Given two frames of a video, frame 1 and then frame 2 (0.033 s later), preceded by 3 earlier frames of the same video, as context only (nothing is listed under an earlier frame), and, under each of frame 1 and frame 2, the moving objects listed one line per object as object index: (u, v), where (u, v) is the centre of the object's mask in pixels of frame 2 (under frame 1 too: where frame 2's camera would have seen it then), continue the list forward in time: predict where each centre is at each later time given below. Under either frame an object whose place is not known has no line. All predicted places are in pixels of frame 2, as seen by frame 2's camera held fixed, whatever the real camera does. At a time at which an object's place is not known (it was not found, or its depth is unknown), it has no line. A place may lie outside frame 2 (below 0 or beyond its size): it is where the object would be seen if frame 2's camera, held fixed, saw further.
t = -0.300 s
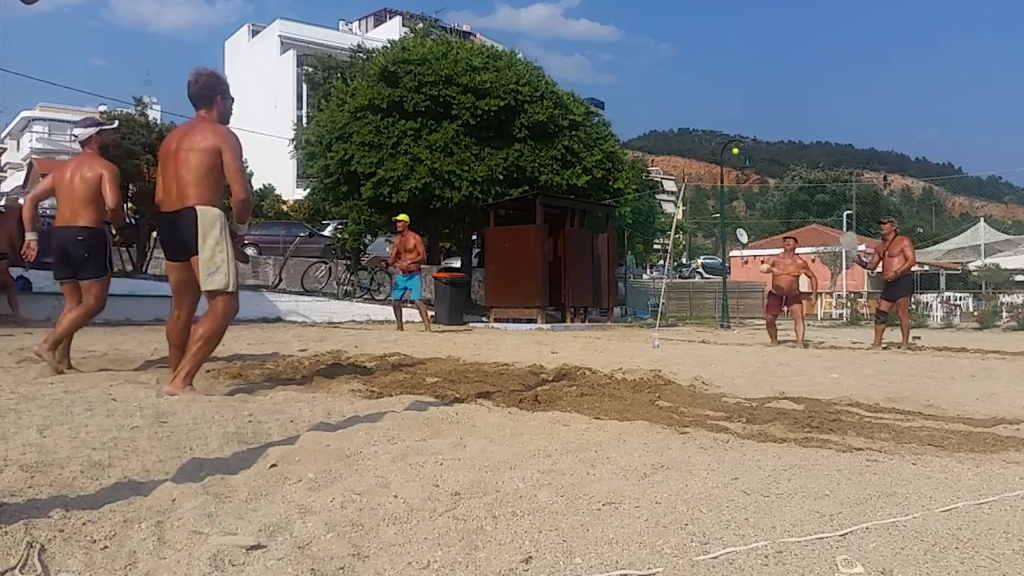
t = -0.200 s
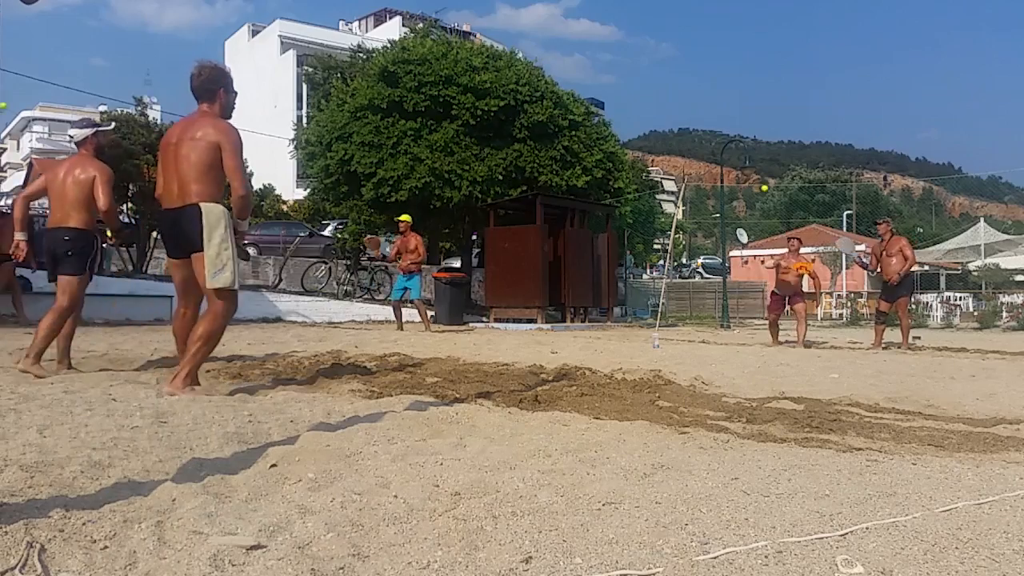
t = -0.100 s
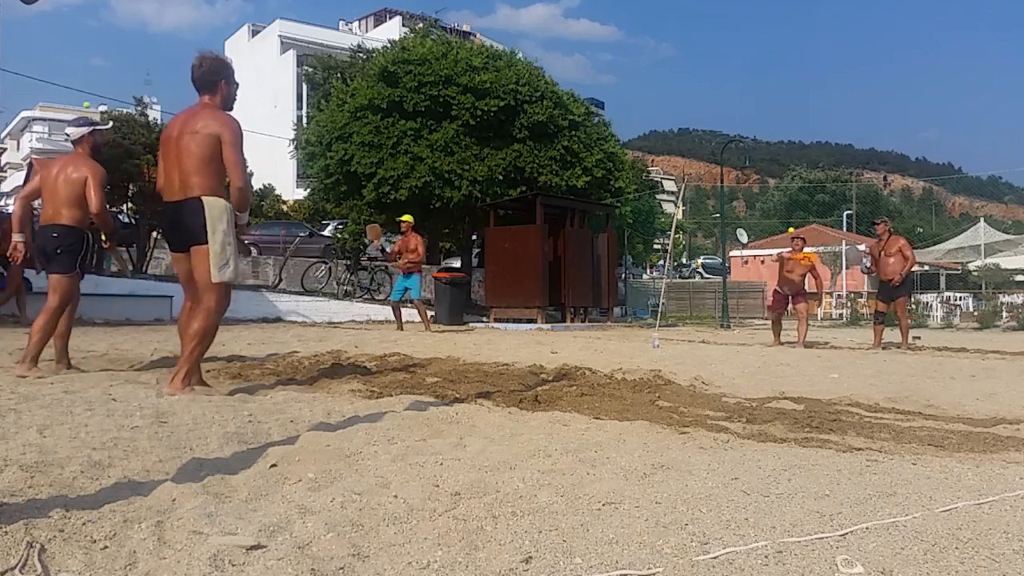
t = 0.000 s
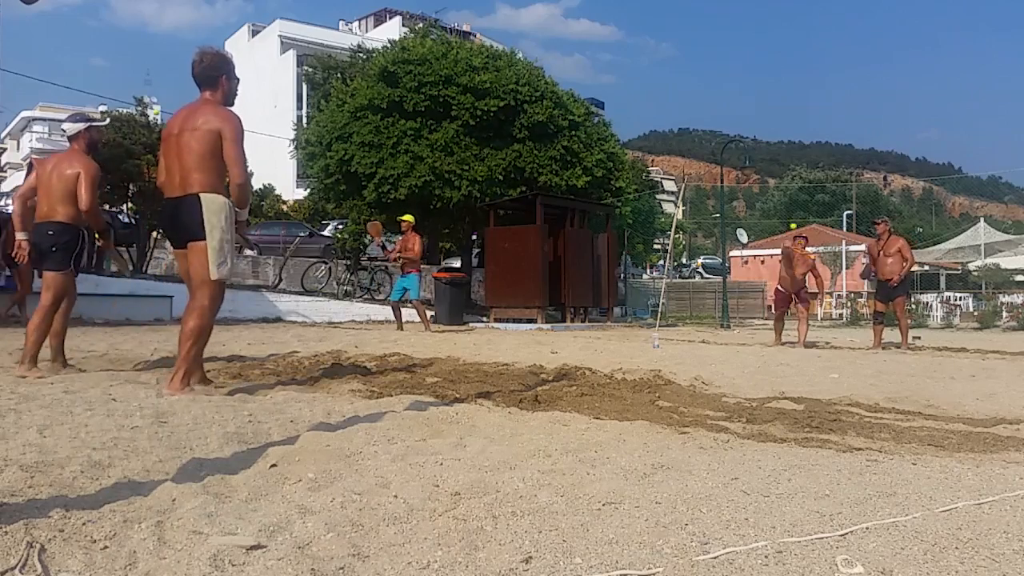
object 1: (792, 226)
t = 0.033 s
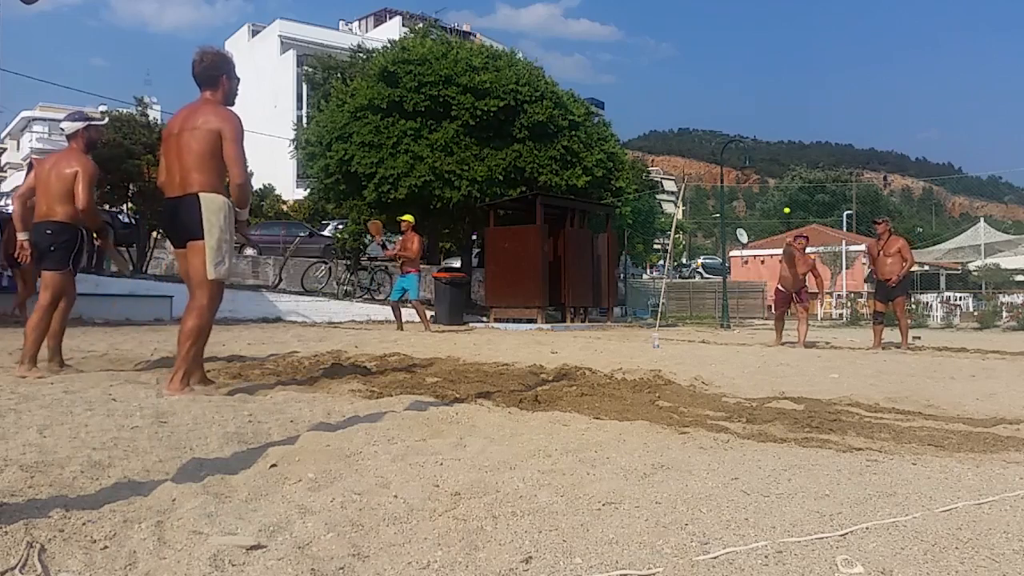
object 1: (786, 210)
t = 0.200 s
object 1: (751, 137)
